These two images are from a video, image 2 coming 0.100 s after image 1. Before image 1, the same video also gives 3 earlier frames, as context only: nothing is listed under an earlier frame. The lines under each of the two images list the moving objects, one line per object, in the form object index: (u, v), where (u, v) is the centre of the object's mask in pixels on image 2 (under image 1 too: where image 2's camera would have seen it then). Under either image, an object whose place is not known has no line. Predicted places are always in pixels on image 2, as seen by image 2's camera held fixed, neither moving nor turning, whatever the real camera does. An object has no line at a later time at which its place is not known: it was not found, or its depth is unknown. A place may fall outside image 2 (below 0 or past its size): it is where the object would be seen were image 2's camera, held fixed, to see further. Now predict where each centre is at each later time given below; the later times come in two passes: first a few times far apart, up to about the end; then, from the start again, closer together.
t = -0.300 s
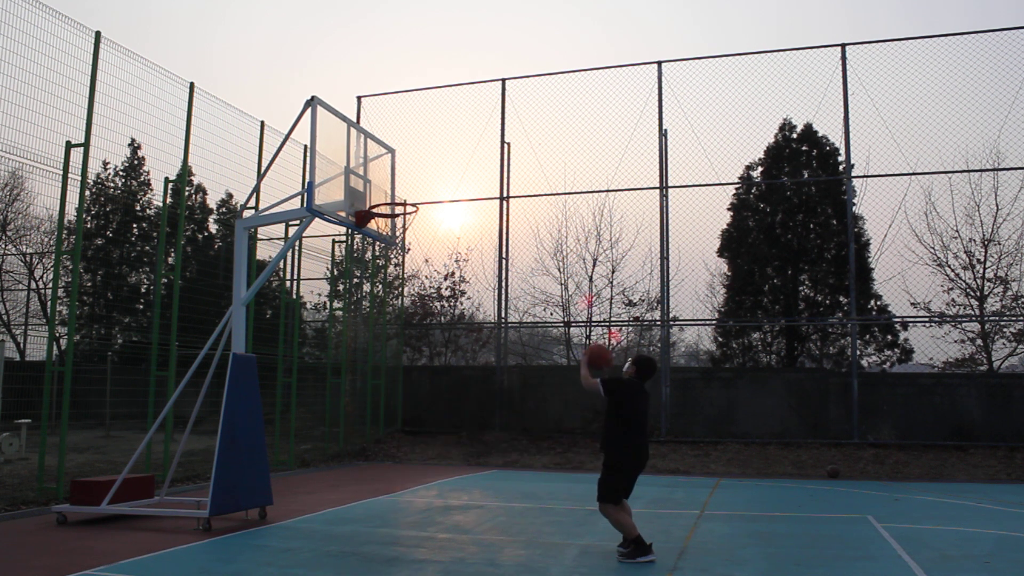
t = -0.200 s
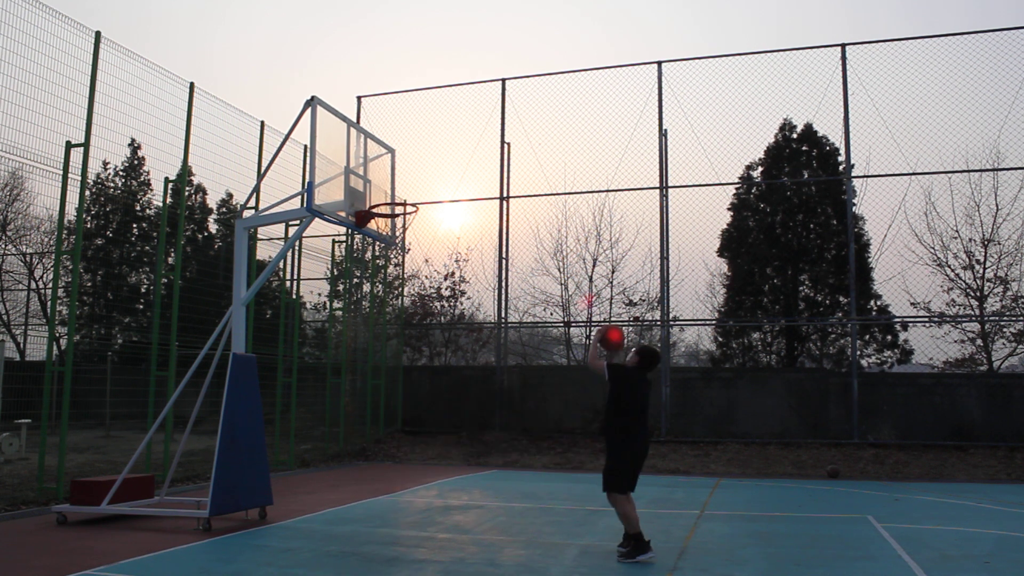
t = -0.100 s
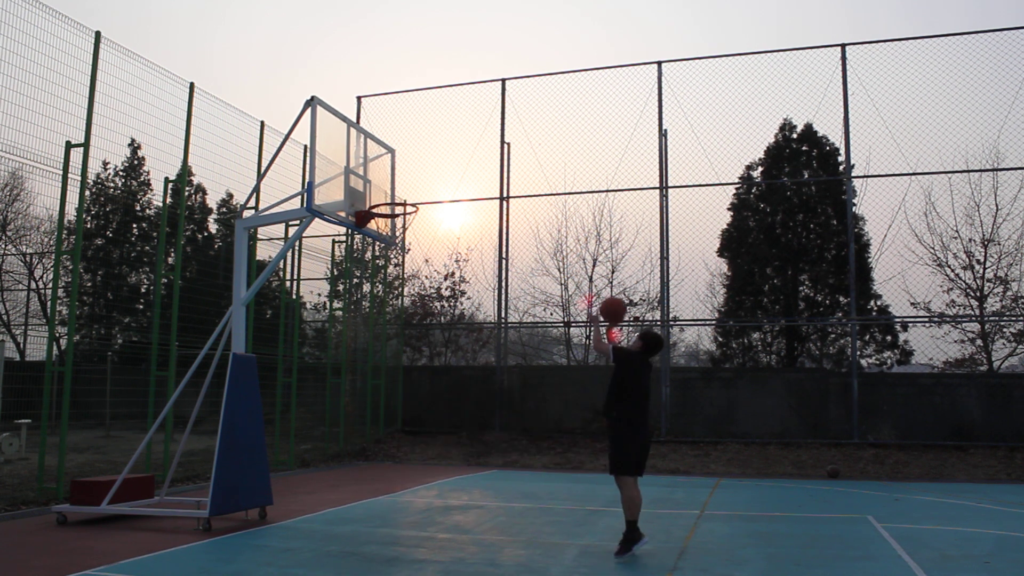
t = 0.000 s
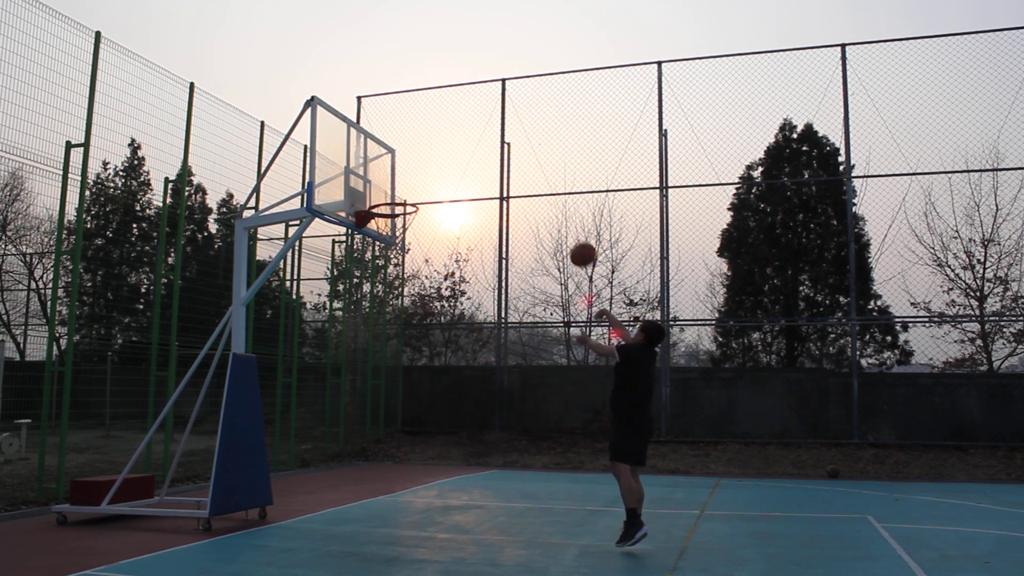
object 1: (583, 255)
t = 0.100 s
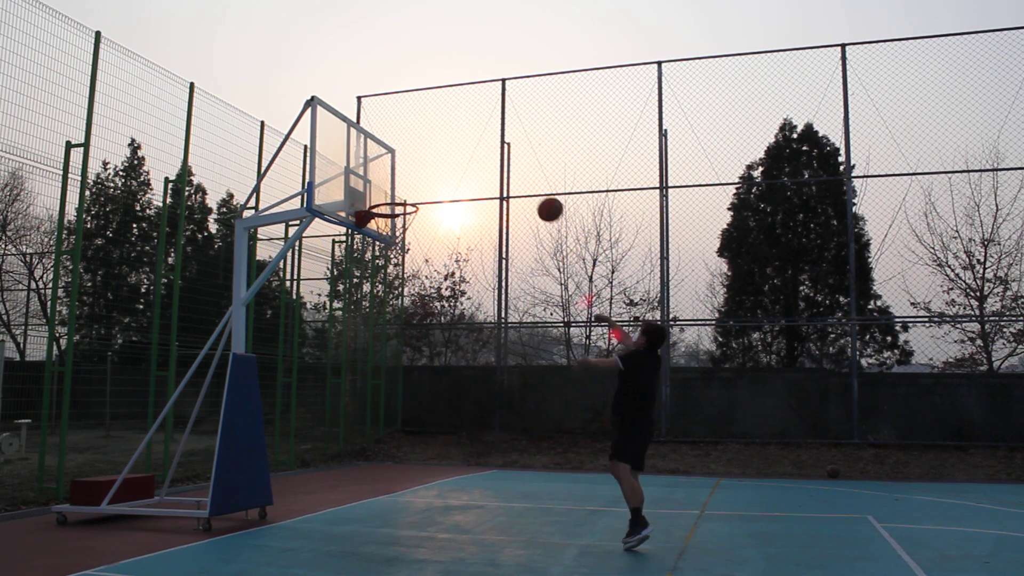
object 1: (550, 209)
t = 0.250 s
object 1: (503, 163)
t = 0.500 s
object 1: (426, 137)
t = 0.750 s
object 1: (374, 169)
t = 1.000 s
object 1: (384, 216)
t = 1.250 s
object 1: (398, 259)
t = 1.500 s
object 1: (401, 344)
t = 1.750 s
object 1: (401, 500)
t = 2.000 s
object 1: (403, 410)
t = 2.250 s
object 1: (403, 343)
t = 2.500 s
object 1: (401, 337)
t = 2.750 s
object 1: (398, 391)
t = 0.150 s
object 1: (534, 191)
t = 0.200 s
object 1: (518, 176)
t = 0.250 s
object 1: (503, 163)
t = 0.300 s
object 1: (487, 153)
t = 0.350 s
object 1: (472, 146)
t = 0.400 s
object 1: (456, 140)
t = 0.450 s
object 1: (441, 138)
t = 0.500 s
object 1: (426, 137)
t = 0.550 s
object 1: (412, 139)
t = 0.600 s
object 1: (396, 144)
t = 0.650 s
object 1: (382, 151)
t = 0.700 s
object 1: (367, 161)
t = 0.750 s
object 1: (374, 169)
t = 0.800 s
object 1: (385, 180)
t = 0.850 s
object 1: (397, 193)
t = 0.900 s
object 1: (402, 205)
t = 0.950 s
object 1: (392, 209)
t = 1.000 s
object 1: (384, 216)
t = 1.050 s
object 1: (388, 223)
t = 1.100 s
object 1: (393, 232)
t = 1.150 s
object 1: (396, 242)
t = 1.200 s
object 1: (397, 250)
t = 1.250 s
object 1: (398, 259)
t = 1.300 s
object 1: (399, 271)
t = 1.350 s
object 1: (399, 285)
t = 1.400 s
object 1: (399, 303)
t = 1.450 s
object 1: (401, 322)
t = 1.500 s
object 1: (401, 344)
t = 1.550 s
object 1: (401, 370)
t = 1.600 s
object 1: (402, 397)
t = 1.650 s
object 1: (401, 428)
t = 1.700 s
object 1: (402, 462)
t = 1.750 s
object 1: (401, 500)
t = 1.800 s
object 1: (402, 509)
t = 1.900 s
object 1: (403, 454)
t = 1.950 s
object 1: (403, 430)
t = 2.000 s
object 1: (403, 410)
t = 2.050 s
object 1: (403, 391)
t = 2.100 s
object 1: (404, 375)
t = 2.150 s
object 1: (404, 362)
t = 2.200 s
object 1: (403, 351)
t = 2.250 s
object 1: (403, 343)
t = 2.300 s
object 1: (403, 336)
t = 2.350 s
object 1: (402, 333)
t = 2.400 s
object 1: (402, 332)
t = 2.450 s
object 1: (402, 333)
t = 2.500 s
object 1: (401, 337)
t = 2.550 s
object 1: (401, 343)
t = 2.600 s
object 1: (399, 351)
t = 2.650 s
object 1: (399, 362)
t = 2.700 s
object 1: (398, 376)
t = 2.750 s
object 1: (398, 391)
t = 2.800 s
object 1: (396, 409)
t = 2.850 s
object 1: (395, 432)
